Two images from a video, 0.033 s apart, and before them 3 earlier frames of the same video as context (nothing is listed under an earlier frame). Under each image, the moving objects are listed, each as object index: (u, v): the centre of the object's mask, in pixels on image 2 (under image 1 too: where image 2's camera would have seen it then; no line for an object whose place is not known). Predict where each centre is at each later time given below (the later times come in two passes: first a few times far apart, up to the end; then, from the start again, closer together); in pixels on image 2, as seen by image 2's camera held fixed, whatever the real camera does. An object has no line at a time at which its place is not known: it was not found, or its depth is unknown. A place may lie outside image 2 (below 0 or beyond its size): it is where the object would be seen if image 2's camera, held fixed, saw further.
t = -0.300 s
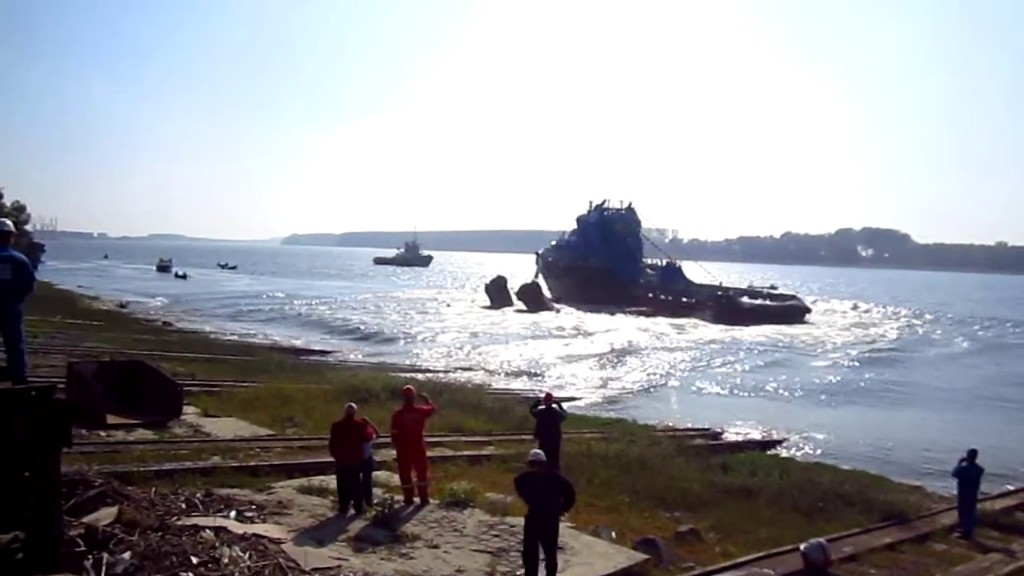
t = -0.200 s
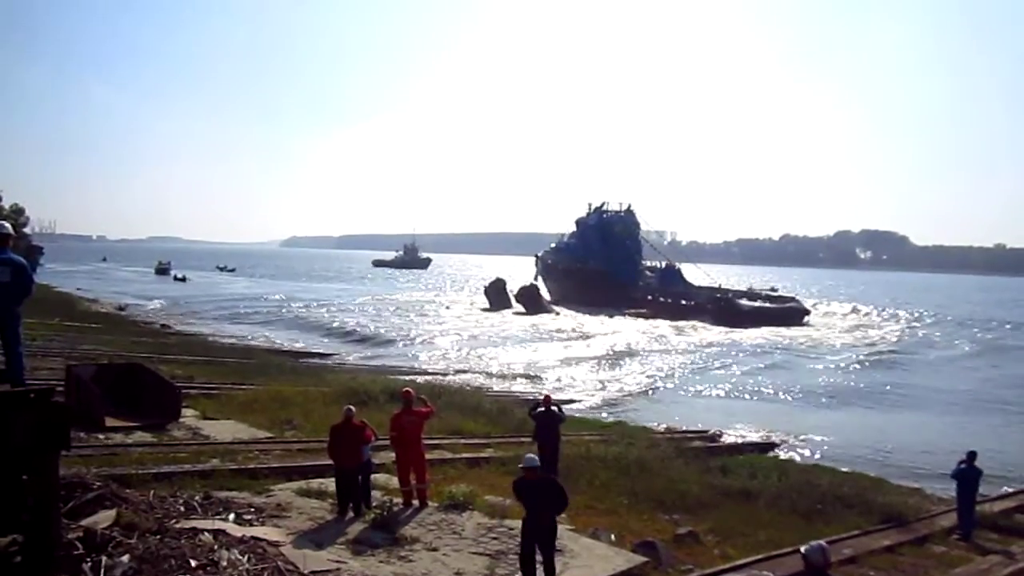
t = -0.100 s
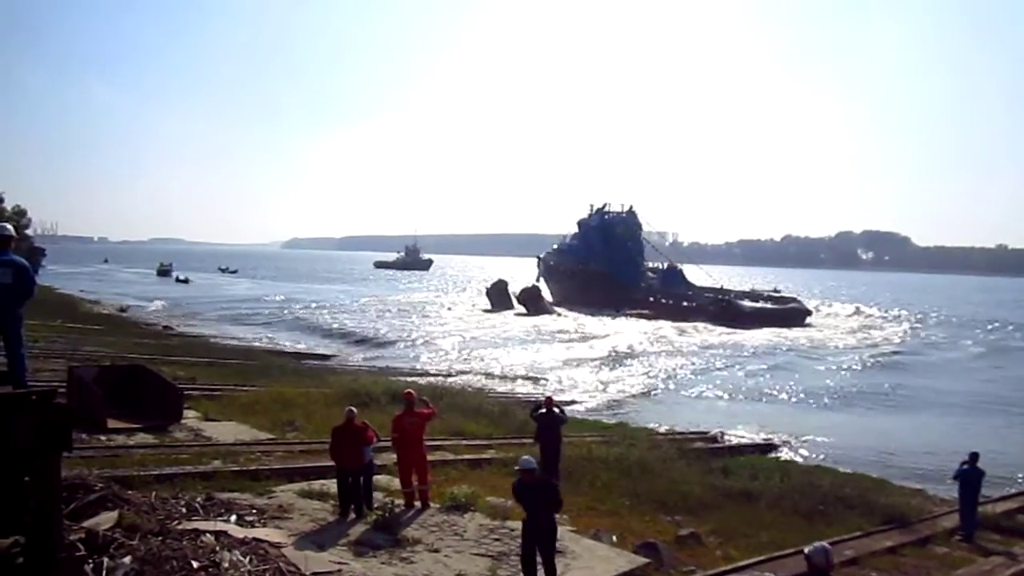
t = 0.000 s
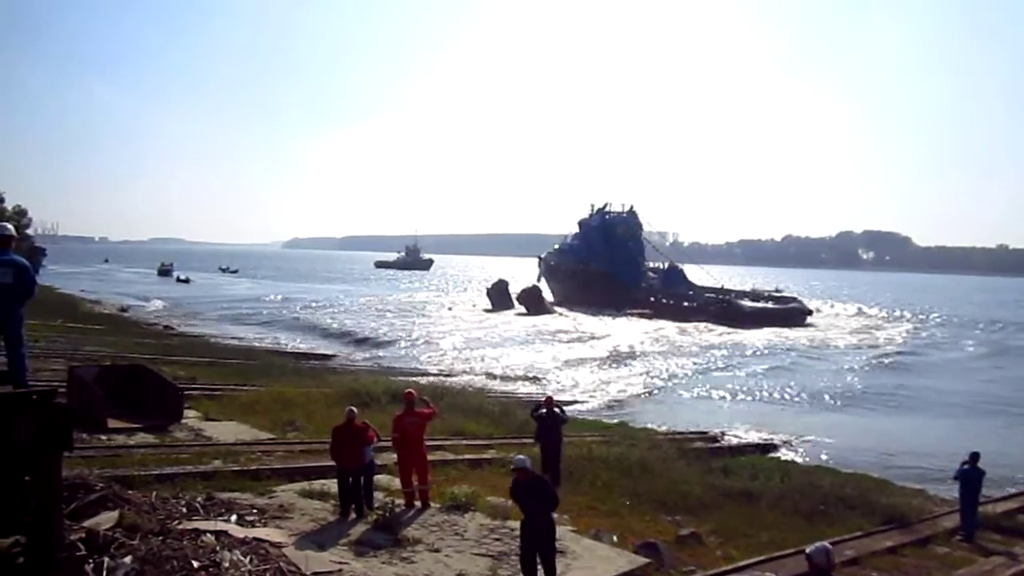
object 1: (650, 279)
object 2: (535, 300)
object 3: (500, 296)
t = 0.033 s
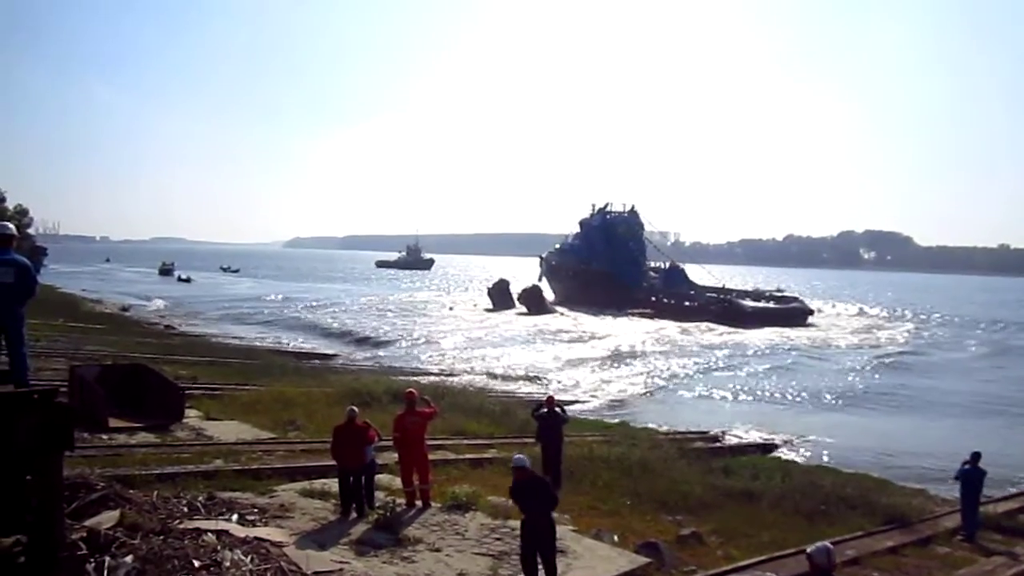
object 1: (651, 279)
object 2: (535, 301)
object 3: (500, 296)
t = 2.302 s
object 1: (662, 279)
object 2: (527, 304)
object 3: (499, 297)
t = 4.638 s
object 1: (668, 279)
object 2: (515, 304)
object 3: (492, 299)
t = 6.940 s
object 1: (674, 278)
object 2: (504, 303)
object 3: (482, 300)
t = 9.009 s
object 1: (681, 278)
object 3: (472, 300)
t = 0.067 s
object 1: (651, 279)
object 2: (535, 301)
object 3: (500, 296)
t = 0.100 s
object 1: (651, 279)
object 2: (535, 301)
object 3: (500, 296)
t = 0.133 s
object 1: (651, 279)
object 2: (535, 300)
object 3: (501, 296)
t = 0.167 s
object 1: (652, 279)
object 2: (535, 301)
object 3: (500, 296)
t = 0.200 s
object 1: (652, 279)
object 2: (535, 301)
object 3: (500, 296)
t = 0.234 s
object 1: (652, 279)
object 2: (534, 301)
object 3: (500, 296)
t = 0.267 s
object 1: (652, 279)
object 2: (534, 301)
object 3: (501, 296)
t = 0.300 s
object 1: (652, 279)
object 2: (534, 301)
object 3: (501, 295)
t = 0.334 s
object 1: (652, 279)
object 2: (534, 301)
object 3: (501, 296)
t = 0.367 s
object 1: (653, 279)
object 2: (534, 301)
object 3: (501, 296)
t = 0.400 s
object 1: (653, 279)
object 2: (534, 301)
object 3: (501, 296)
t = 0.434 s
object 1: (653, 279)
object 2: (534, 301)
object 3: (501, 295)
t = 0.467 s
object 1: (653, 279)
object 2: (533, 301)
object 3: (501, 295)
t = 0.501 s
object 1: (653, 279)
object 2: (533, 301)
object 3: (501, 295)
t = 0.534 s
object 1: (653, 279)
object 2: (533, 301)
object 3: (501, 295)
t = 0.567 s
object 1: (653, 279)
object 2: (533, 301)
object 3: (501, 295)
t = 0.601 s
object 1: (654, 279)
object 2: (533, 301)
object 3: (501, 295)
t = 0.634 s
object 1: (654, 279)
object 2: (532, 301)
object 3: (501, 295)
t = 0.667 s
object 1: (654, 279)
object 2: (533, 301)
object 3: (501, 295)
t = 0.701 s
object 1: (654, 279)
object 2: (533, 301)
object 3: (501, 295)
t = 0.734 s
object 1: (655, 279)
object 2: (532, 301)
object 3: (501, 295)
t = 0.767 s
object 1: (655, 279)
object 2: (532, 301)
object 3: (501, 295)
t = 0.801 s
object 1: (655, 279)
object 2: (532, 301)
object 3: (501, 295)
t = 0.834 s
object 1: (655, 279)
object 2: (532, 301)
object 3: (501, 295)
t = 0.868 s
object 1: (655, 279)
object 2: (532, 301)
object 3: (501, 295)
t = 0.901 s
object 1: (655, 279)
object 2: (531, 302)
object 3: (501, 295)
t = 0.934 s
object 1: (655, 279)
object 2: (531, 302)
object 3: (501, 295)
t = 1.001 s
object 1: (656, 279)
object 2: (531, 302)
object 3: (501, 295)
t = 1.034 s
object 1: (656, 279)
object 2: (530, 302)
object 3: (501, 295)
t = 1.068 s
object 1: (656, 279)
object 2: (530, 302)
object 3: (501, 295)
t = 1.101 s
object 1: (656, 279)
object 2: (530, 303)
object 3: (501, 295)
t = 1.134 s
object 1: (656, 279)
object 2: (530, 303)
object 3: (501, 295)
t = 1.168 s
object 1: (656, 279)
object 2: (530, 303)
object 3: (501, 295)
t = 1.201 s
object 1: (657, 279)
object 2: (530, 303)
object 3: (501, 295)
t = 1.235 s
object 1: (657, 279)
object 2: (530, 303)
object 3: (501, 295)
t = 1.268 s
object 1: (657, 279)
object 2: (530, 303)
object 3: (501, 295)
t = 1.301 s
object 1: (657, 279)
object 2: (530, 303)
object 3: (501, 295)
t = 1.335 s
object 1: (657, 279)
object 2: (530, 303)
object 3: (500, 295)
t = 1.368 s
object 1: (658, 279)
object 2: (530, 303)
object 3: (501, 296)
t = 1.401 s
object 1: (658, 279)
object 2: (530, 303)
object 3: (500, 296)
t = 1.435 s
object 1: (658, 279)
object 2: (529, 303)
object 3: (500, 296)
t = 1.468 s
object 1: (658, 279)
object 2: (529, 303)
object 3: (500, 296)
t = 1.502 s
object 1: (658, 279)
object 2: (529, 303)
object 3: (500, 296)
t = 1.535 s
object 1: (658, 279)
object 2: (529, 303)
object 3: (500, 296)
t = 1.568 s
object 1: (658, 280)
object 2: (529, 303)
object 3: (500, 296)
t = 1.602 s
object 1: (659, 279)
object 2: (529, 303)
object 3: (500, 296)
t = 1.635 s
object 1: (659, 280)
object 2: (529, 303)
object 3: (500, 296)
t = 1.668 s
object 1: (659, 279)
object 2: (529, 303)
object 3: (500, 297)
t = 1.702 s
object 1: (659, 280)
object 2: (529, 303)
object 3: (500, 297)
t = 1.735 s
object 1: (659, 280)
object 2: (529, 304)
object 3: (500, 297)
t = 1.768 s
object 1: (660, 280)
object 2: (529, 304)
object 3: (500, 297)
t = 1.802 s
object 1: (660, 280)
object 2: (528, 304)
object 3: (500, 297)
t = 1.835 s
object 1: (660, 280)
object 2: (528, 304)
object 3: (500, 297)
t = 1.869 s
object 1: (660, 280)
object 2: (528, 304)
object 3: (500, 297)
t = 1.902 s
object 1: (660, 279)
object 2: (528, 304)
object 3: (500, 297)
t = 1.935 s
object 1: (661, 280)
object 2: (528, 304)
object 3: (500, 297)
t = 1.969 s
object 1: (661, 280)
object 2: (528, 304)
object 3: (500, 297)
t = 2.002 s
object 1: (661, 280)
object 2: (528, 304)
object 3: (499, 297)
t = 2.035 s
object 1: (661, 280)
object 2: (528, 304)
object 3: (499, 297)
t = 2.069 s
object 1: (661, 280)
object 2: (528, 304)
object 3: (499, 297)
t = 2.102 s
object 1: (661, 280)
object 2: (528, 304)
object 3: (499, 297)
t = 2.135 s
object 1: (661, 280)
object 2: (528, 304)
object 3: (500, 297)
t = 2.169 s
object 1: (662, 280)
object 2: (528, 304)
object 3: (500, 297)
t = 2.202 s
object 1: (661, 280)
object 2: (527, 304)
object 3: (499, 297)
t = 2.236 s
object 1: (661, 280)
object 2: (527, 304)
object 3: (499, 297)
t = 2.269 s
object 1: (662, 280)
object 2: (527, 304)
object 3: (499, 297)
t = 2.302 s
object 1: (662, 279)
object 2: (527, 304)
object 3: (499, 297)
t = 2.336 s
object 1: (662, 279)
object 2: (527, 304)
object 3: (499, 297)
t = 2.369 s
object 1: (662, 279)
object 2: (526, 304)
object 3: (499, 297)
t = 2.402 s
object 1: (662, 279)
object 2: (526, 305)
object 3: (499, 297)
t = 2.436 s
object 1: (662, 279)
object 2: (526, 305)
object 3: (499, 297)
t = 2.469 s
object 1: (662, 279)
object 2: (526, 305)
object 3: (499, 297)
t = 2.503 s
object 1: (662, 279)
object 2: (526, 305)
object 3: (499, 297)
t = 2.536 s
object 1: (662, 279)
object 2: (526, 305)
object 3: (499, 297)
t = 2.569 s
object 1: (662, 279)
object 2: (525, 305)
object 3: (499, 297)
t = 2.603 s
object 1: (662, 279)
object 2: (525, 305)
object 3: (499, 297)
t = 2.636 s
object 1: (662, 279)
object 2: (525, 305)
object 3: (499, 297)
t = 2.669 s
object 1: (663, 279)
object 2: (525, 305)
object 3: (498, 297)
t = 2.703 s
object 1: (663, 279)
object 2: (524, 305)
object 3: (499, 297)
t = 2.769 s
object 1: (663, 279)
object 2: (524, 305)
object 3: (498, 297)
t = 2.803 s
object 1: (663, 279)
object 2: (524, 305)
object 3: (498, 297)
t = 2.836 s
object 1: (663, 279)
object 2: (524, 305)
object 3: (498, 297)
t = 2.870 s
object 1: (663, 279)
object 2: (524, 305)
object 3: (498, 297)
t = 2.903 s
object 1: (664, 279)
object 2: (523, 305)
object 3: (498, 297)
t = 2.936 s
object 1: (664, 279)
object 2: (523, 305)
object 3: (498, 297)
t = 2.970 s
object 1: (664, 279)
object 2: (523, 305)
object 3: (498, 297)
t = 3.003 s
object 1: (664, 279)
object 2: (523, 305)
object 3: (498, 297)
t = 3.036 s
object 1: (664, 279)
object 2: (523, 305)
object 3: (498, 297)
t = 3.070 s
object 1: (664, 279)
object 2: (522, 305)
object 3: (498, 297)
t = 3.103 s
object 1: (664, 279)
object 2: (523, 305)
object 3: (498, 297)
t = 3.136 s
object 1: (664, 279)
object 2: (522, 305)
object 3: (498, 297)
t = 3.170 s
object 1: (664, 279)
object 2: (522, 305)
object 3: (497, 297)
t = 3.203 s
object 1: (664, 279)
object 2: (522, 305)
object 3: (497, 297)
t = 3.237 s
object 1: (664, 279)
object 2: (522, 305)
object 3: (497, 297)
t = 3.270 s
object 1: (665, 279)
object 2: (521, 305)
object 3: (497, 297)
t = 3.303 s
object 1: (665, 279)
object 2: (521, 305)
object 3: (497, 298)
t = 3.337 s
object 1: (665, 279)
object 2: (521, 305)
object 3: (497, 298)
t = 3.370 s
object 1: (665, 279)
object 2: (521, 305)
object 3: (497, 298)
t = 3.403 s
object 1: (665, 279)
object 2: (521, 305)
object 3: (497, 298)
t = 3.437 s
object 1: (665, 279)
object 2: (521, 305)
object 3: (497, 298)
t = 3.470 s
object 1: (665, 279)
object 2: (521, 305)
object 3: (497, 298)
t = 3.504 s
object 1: (665, 279)
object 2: (521, 305)
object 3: (497, 298)
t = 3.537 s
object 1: (665, 279)
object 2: (520, 305)
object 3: (496, 298)
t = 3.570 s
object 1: (665, 279)
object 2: (520, 305)
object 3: (496, 298)
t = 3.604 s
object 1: (665, 279)
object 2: (520, 304)
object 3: (496, 298)
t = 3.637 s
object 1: (665, 279)
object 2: (520, 304)
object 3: (496, 298)
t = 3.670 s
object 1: (665, 279)
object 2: (520, 304)
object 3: (496, 298)
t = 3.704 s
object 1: (665, 279)
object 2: (519, 304)
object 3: (496, 298)
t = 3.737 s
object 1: (666, 279)
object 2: (519, 304)
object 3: (495, 298)
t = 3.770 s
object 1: (666, 279)
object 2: (519, 304)
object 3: (495, 298)
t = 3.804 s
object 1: (666, 279)
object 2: (519, 304)
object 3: (495, 298)
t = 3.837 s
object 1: (666, 279)
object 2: (519, 304)
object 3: (495, 298)
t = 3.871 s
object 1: (666, 279)
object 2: (519, 304)
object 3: (495, 298)
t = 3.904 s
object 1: (666, 279)
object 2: (519, 304)
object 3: (495, 298)
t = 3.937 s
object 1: (666, 279)
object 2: (518, 304)
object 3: (495, 298)
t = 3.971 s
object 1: (666, 279)
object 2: (518, 304)
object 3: (495, 298)
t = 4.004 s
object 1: (666, 279)
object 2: (518, 304)
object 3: (495, 298)
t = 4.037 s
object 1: (666, 279)
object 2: (518, 304)
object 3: (494, 298)
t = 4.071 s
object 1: (666, 279)
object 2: (518, 304)
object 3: (494, 298)
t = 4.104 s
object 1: (666, 279)
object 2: (517, 304)
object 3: (494, 298)
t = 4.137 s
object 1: (666, 279)
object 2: (517, 304)
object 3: (494, 298)
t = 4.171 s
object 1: (667, 279)
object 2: (517, 304)
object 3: (494, 298)
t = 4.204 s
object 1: (667, 279)
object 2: (517, 304)
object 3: (494, 298)
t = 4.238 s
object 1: (667, 279)
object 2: (517, 304)
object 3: (494, 298)
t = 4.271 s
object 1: (667, 279)
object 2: (517, 304)
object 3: (494, 298)
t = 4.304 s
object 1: (667, 279)
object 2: (517, 304)
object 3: (494, 298)
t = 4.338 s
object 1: (667, 279)
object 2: (517, 304)
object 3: (493, 298)
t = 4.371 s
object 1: (667, 279)
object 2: (516, 304)
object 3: (493, 298)
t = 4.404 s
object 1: (667, 279)
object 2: (516, 304)
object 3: (493, 298)
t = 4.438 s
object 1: (667, 279)
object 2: (516, 304)
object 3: (493, 298)
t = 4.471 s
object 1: (667, 279)
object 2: (516, 304)
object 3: (493, 298)
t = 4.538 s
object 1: (667, 279)
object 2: (516, 304)
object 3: (493, 298)
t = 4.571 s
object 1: (667, 279)
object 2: (516, 304)
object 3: (493, 299)
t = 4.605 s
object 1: (667, 279)
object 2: (515, 304)
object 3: (492, 298)
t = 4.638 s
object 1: (668, 279)
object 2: (515, 304)
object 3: (492, 299)
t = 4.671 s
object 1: (668, 279)
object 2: (515, 304)
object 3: (492, 299)
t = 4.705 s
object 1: (668, 279)
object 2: (515, 304)
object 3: (492, 299)
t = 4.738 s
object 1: (667, 279)
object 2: (514, 304)
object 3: (492, 299)
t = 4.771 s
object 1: (668, 279)
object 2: (514, 303)
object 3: (492, 299)
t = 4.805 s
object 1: (668, 279)
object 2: (514, 304)
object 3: (492, 299)
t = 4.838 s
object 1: (668, 279)
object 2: (514, 303)
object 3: (491, 299)
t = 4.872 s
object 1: (668, 279)
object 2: (514, 304)
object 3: (492, 299)
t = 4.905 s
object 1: (668, 279)
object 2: (513, 303)
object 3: (492, 299)
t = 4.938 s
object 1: (668, 279)
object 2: (513, 303)
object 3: (491, 299)
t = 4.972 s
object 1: (668, 278)
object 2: (513, 303)
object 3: (491, 299)
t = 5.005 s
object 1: (668, 278)
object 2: (513, 303)
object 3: (491, 299)
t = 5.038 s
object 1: (668, 278)
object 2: (513, 303)
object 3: (491, 299)
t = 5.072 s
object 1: (668, 278)
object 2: (513, 303)
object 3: (491, 299)
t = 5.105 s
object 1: (668, 278)
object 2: (512, 303)
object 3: (491, 299)
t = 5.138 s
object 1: (668, 278)
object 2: (513, 303)
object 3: (490, 299)
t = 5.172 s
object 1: (668, 278)
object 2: (512, 303)
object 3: (490, 299)
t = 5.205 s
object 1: (668, 278)
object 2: (513, 303)
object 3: (490, 299)
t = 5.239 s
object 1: (668, 278)
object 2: (512, 303)
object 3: (490, 299)
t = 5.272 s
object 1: (669, 278)
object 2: (512, 303)
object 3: (490, 299)
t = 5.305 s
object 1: (668, 278)
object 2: (512, 303)
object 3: (489, 299)
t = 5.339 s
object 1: (669, 278)
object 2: (511, 303)
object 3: (489, 299)
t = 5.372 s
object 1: (668, 278)
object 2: (511, 303)
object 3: (489, 299)
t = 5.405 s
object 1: (668, 278)
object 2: (510, 303)
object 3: (489, 299)
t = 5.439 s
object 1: (669, 278)
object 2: (511, 303)
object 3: (488, 299)
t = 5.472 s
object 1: (669, 278)
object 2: (511, 303)
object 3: (488, 299)
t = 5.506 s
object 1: (669, 278)
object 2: (510, 303)
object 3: (488, 300)
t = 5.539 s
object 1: (669, 278)
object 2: (510, 303)
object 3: (488, 300)
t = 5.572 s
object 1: (669, 278)
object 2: (510, 303)
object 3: (488, 300)
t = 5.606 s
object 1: (669, 278)
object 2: (510, 303)
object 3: (487, 300)
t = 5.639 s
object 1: (669, 278)
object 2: (510, 303)
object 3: (488, 300)
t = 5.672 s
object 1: (669, 278)
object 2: (510, 303)
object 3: (487, 300)
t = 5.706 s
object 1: (669, 278)
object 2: (510, 303)
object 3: (487, 300)
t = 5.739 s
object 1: (669, 278)
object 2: (510, 303)
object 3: (487, 300)
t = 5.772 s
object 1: (669, 278)
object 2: (510, 303)
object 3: (487, 300)
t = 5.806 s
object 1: (669, 278)
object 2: (509, 303)
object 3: (487, 300)
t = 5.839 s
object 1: (670, 278)
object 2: (509, 303)
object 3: (487, 300)
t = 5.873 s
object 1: (670, 278)
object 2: (509, 303)
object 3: (487, 300)
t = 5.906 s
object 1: (670, 278)
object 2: (509, 303)
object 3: (486, 300)
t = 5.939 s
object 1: (670, 278)
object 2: (509, 303)
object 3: (486, 300)
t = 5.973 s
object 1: (670, 278)
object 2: (508, 303)
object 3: (486, 300)
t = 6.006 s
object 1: (671, 278)
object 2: (508, 303)
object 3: (486, 300)
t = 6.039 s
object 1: (671, 278)
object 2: (508, 303)
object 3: (486, 300)
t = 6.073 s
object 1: (671, 278)
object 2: (508, 302)
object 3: (486, 300)
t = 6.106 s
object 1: (671, 279)
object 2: (508, 302)
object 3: (486, 300)
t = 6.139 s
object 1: (671, 278)
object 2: (508, 303)
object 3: (486, 300)
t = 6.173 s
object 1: (671, 278)
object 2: (508, 302)
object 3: (486, 300)
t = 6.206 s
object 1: (671, 278)
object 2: (508, 302)
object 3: (485, 300)
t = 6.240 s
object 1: (671, 278)
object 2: (508, 302)
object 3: (485, 300)
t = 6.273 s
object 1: (671, 278)
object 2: (508, 302)
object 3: (485, 300)
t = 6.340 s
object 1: (671, 278)
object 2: (507, 302)
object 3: (485, 300)
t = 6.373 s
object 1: (672, 278)
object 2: (506, 302)
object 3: (484, 300)
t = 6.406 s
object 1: (672, 278)
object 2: (506, 302)
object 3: (484, 300)
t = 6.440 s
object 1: (672, 278)
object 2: (506, 302)
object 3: (484, 300)
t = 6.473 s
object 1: (672, 278)
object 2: (506, 302)
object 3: (484, 300)
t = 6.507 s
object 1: (673, 278)
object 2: (506, 302)
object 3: (484, 300)
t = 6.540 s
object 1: (673, 278)
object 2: (506, 302)
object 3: (484, 300)
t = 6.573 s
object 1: (673, 278)
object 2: (506, 302)
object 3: (484, 300)
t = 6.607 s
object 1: (673, 278)
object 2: (506, 302)
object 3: (483, 300)
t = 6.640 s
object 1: (673, 278)
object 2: (505, 302)
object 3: (483, 300)
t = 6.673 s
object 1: (673, 278)
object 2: (505, 302)
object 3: (483, 300)
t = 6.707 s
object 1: (673, 279)
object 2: (505, 302)
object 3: (483, 300)
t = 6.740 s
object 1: (673, 278)
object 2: (505, 302)
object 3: (482, 300)
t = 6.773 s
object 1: (674, 279)
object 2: (505, 302)
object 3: (482, 300)
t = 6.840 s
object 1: (674, 279)
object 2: (505, 302)
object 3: (482, 300)
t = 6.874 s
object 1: (674, 279)
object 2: (504, 303)
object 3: (482, 300)
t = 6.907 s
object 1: (674, 279)
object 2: (504, 303)
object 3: (482, 300)
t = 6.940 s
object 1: (674, 278)
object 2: (504, 303)
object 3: (482, 300)
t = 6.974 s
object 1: (674, 278)
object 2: (504, 303)
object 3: (481, 300)
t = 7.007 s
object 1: (674, 279)
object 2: (504, 303)
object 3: (481, 300)
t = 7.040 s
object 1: (674, 279)
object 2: (503, 303)
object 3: (481, 300)
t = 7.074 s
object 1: (675, 279)
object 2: (503, 303)
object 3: (481, 300)
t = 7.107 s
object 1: (675, 278)
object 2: (503, 303)
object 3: (481, 300)
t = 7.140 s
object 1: (675, 278)
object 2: (503, 303)
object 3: (481, 300)
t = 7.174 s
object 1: (675, 279)
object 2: (503, 303)
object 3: (481, 300)
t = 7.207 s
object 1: (675, 279)
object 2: (503, 303)
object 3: (480, 300)
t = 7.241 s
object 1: (675, 278)
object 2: (503, 303)
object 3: (480, 300)
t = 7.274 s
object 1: (675, 279)
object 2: (502, 303)
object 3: (480, 300)
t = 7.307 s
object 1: (676, 278)
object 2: (502, 303)
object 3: (480, 300)
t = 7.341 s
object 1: (676, 278)
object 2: (502, 303)
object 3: (480, 300)
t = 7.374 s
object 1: (676, 278)
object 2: (502, 303)
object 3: (480, 300)
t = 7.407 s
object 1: (676, 278)
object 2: (502, 303)
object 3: (479, 300)
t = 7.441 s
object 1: (676, 278)
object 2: (502, 303)
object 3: (479, 300)
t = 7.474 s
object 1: (676, 278)
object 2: (502, 303)
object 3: (479, 300)
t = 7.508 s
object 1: (676, 278)
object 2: (502, 303)
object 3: (479, 300)
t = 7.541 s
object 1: (677, 278)
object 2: (502, 303)
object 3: (479, 300)
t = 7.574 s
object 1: (677, 279)
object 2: (502, 303)
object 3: (479, 300)
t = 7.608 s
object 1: (677, 278)
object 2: (502, 303)
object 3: (479, 300)
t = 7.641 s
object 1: (677, 279)
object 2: (501, 303)
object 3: (479, 300)
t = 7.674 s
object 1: (677, 279)
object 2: (501, 303)
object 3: (478, 300)
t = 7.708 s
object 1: (677, 278)
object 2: (501, 303)
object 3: (478, 300)
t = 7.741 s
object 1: (677, 278)
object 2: (501, 303)
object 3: (478, 300)
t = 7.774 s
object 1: (677, 278)
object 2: (501, 303)
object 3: (478, 300)
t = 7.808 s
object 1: (677, 278)
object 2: (501, 303)
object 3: (478, 300)
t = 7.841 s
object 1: (678, 278)
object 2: (501, 303)
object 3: (478, 300)
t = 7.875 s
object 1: (678, 278)
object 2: (501, 303)
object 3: (478, 300)
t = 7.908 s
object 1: (678, 278)
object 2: (501, 303)
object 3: (478, 300)
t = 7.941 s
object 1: (678, 278)
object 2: (500, 303)
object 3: (477, 300)
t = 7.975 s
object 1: (678, 279)
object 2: (500, 303)
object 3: (477, 300)
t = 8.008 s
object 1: (678, 278)
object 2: (500, 303)
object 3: (477, 300)
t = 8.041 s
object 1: (678, 279)
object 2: (500, 303)
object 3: (477, 300)
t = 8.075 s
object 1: (678, 279)
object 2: (500, 303)
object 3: (477, 300)
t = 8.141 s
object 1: (678, 279)
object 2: (499, 303)
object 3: (476, 300)
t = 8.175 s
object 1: (679, 279)
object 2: (499, 303)
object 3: (476, 300)
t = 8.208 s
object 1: (679, 279)
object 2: (499, 303)
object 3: (476, 300)
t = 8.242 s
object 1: (679, 278)
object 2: (499, 303)
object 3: (476, 300)
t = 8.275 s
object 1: (679, 278)
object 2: (499, 303)
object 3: (476, 300)
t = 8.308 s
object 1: (679, 279)
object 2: (499, 304)
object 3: (476, 300)
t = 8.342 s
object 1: (679, 279)
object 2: (499, 304)
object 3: (476, 300)
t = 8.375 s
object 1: (680, 278)
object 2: (498, 304)
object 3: (475, 300)
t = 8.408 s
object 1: (679, 278)
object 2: (498, 304)
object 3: (475, 300)
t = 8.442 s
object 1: (680, 278)
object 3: (475, 300)
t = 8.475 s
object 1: (680, 278)
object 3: (475, 300)
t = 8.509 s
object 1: (680, 278)
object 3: (475, 300)
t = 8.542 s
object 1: (679, 278)
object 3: (474, 300)
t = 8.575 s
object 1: (680, 278)
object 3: (474, 300)
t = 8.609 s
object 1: (680, 278)
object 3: (474, 300)
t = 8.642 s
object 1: (680, 278)
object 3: (474, 300)
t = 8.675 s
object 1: (680, 278)
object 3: (474, 300)
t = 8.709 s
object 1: (680, 278)
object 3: (474, 300)
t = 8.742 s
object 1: (680, 278)
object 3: (474, 300)
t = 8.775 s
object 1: (680, 278)
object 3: (473, 300)
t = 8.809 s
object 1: (680, 278)
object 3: (473, 301)
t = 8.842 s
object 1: (680, 278)
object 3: (473, 300)
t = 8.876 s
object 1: (681, 278)
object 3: (473, 301)
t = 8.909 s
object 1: (681, 278)
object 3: (473, 301)
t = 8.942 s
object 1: (681, 278)
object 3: (473, 301)
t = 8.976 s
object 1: (681, 278)
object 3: (472, 300)
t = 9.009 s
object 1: (681, 278)
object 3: (472, 300)
